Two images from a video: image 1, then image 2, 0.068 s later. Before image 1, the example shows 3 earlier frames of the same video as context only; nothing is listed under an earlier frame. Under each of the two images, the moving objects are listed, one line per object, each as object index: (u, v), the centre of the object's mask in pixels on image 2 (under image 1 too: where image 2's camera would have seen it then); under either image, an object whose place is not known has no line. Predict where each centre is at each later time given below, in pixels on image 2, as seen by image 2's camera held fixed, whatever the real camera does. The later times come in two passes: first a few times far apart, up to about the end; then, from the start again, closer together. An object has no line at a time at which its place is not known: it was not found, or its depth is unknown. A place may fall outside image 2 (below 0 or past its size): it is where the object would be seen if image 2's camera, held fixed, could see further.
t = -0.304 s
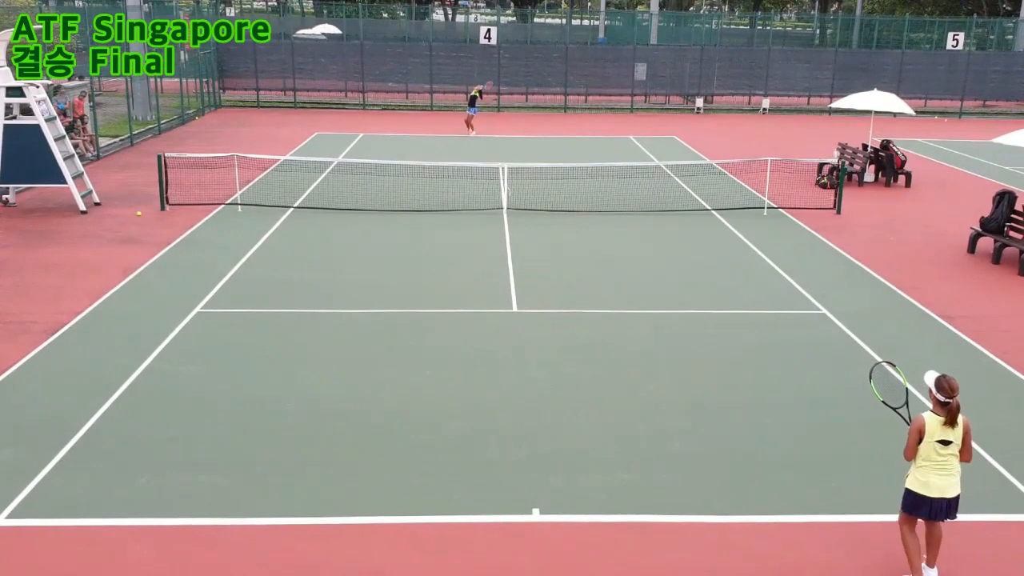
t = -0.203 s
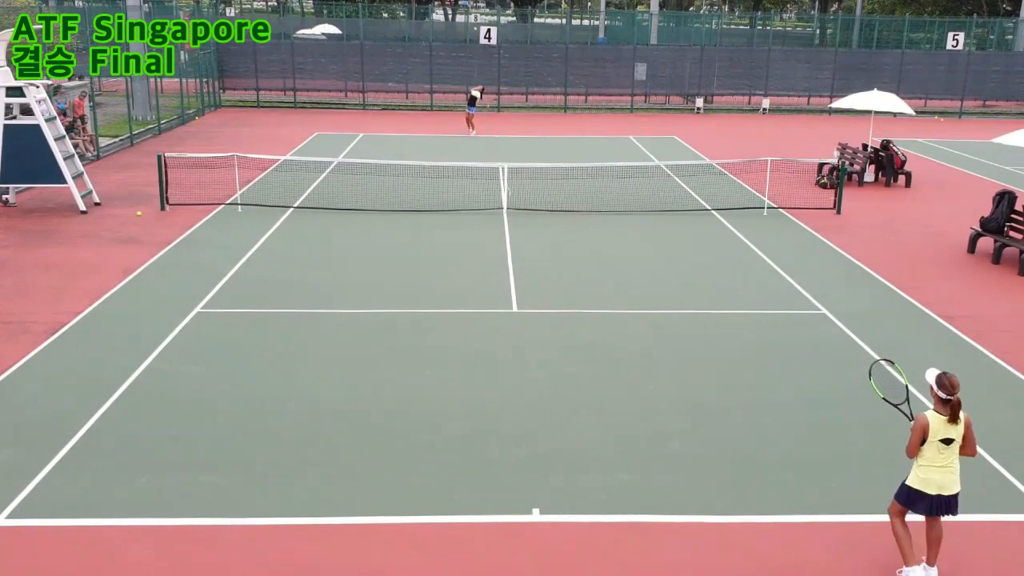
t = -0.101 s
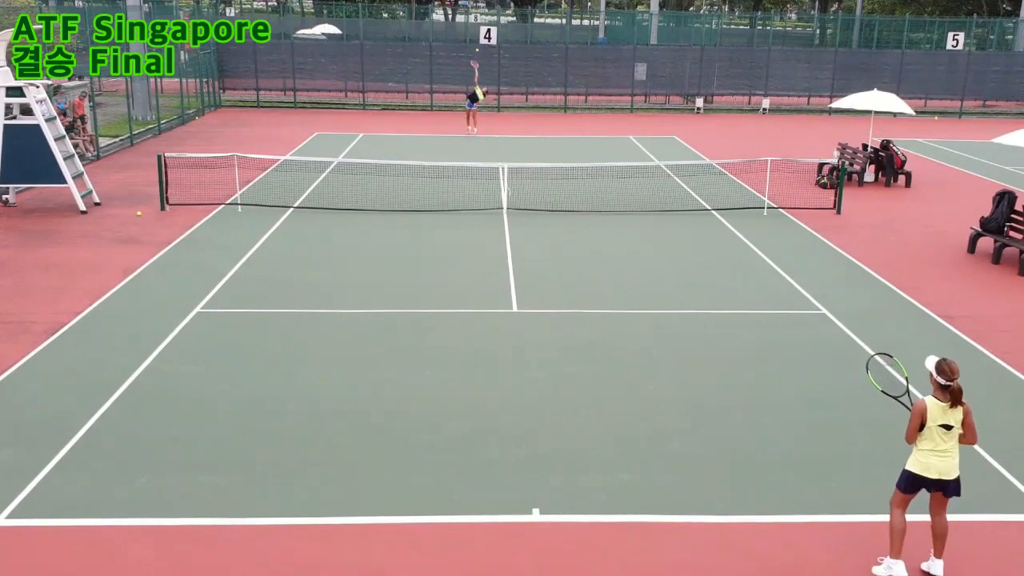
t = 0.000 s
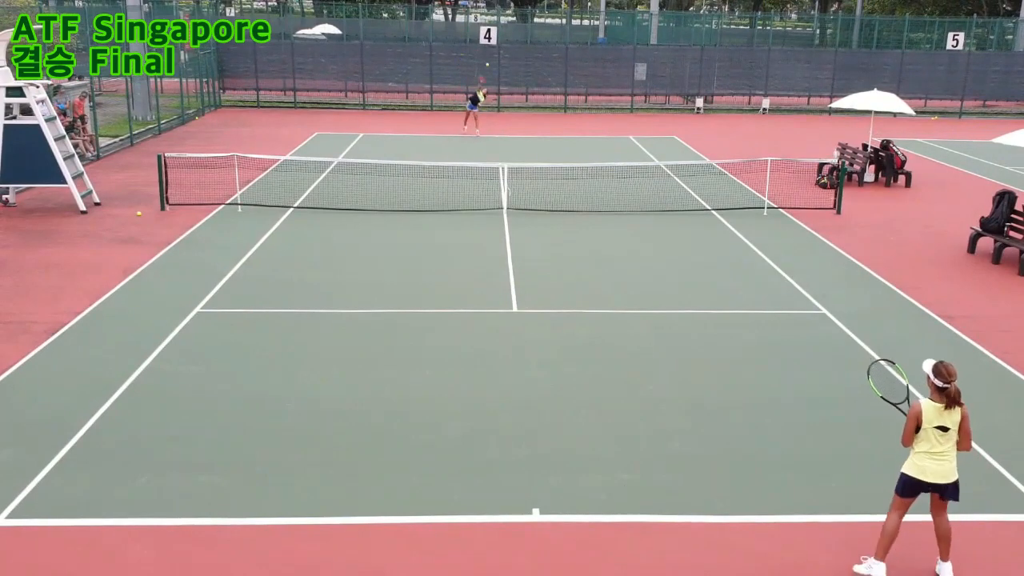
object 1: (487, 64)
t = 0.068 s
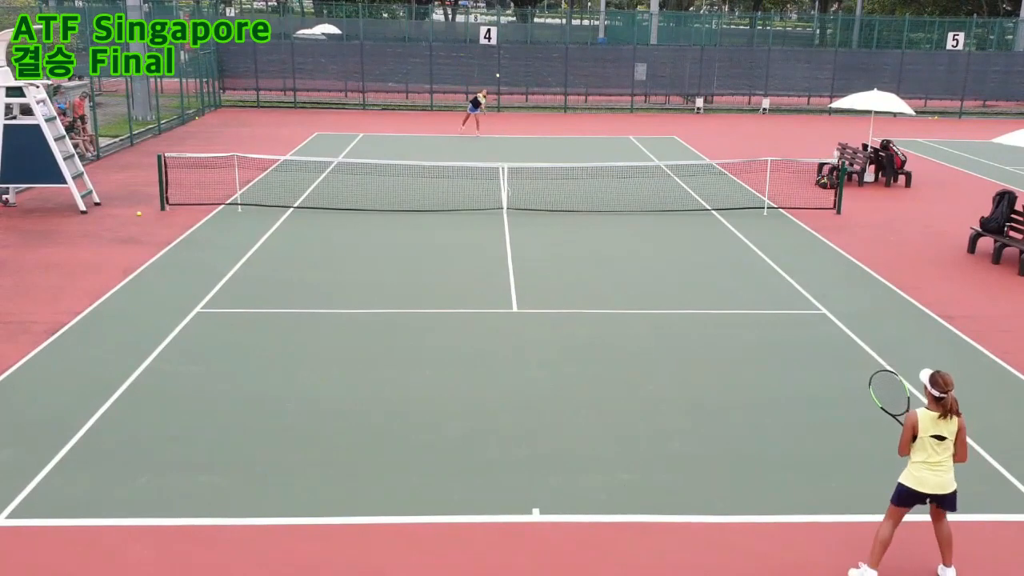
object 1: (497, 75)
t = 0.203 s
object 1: (522, 107)
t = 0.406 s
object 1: (573, 191)
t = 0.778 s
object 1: (726, 328)
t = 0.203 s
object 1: (522, 107)
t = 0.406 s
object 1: (573, 191)
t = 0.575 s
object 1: (636, 310)
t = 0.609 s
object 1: (648, 309)
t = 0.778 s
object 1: (726, 328)
